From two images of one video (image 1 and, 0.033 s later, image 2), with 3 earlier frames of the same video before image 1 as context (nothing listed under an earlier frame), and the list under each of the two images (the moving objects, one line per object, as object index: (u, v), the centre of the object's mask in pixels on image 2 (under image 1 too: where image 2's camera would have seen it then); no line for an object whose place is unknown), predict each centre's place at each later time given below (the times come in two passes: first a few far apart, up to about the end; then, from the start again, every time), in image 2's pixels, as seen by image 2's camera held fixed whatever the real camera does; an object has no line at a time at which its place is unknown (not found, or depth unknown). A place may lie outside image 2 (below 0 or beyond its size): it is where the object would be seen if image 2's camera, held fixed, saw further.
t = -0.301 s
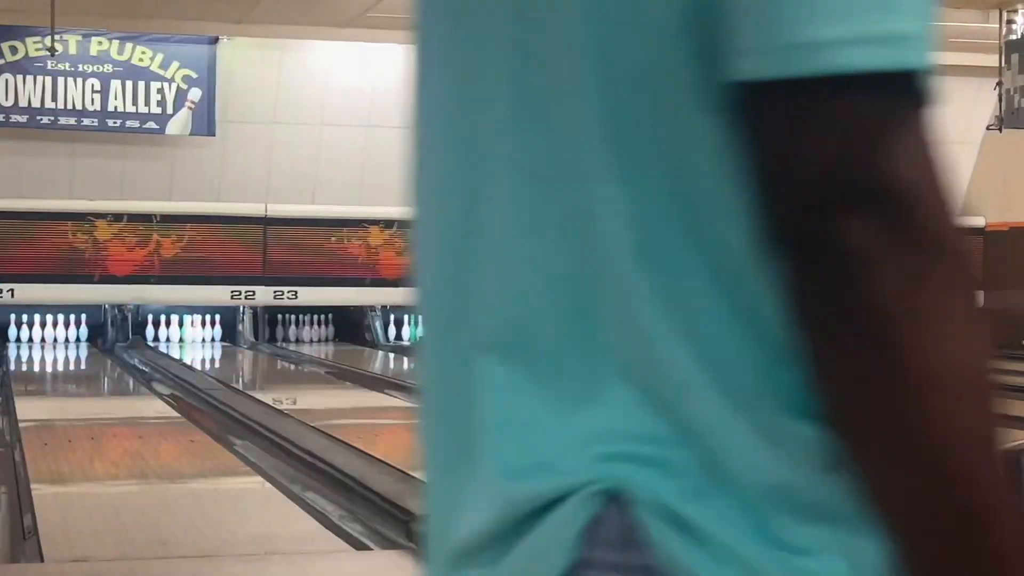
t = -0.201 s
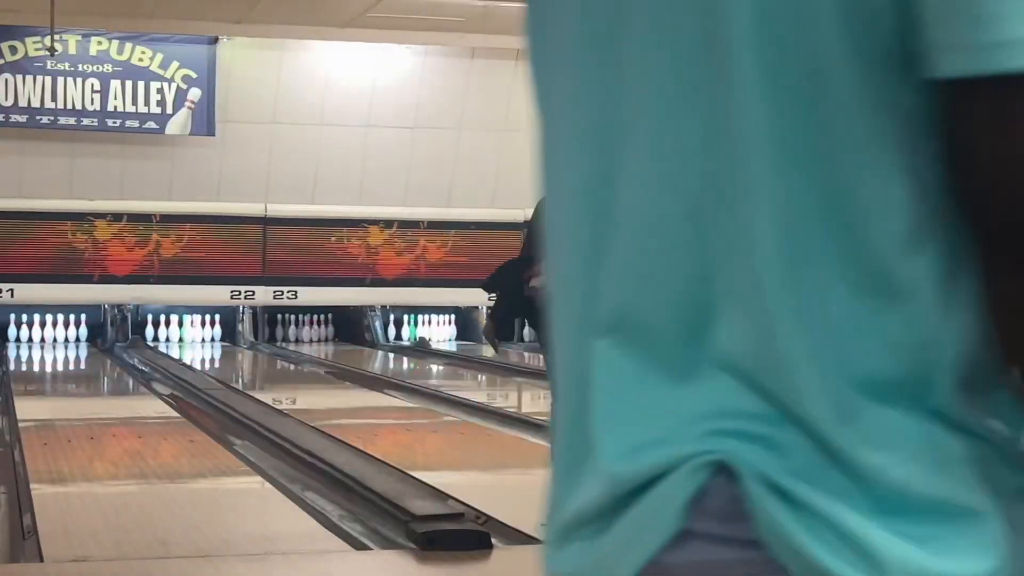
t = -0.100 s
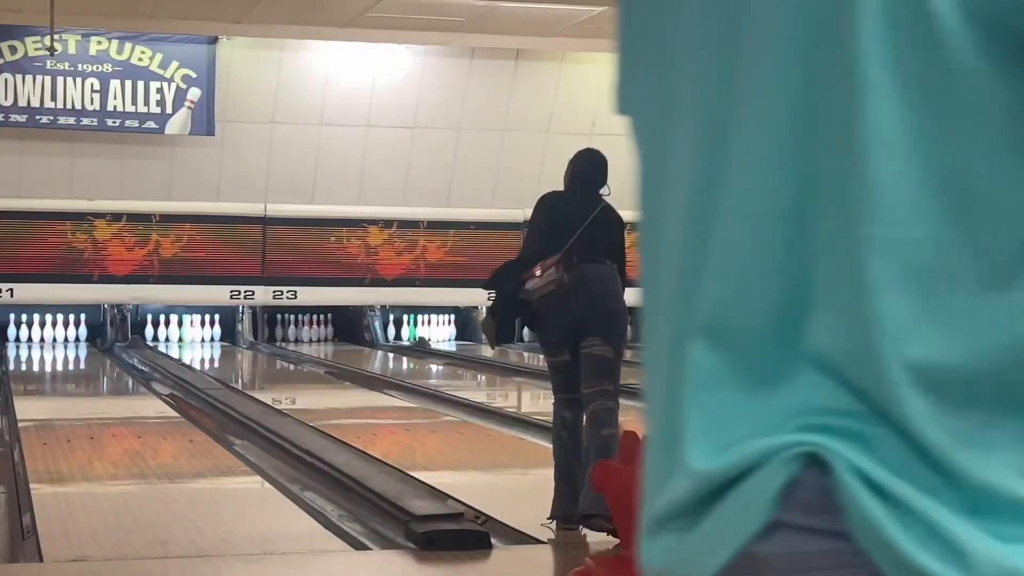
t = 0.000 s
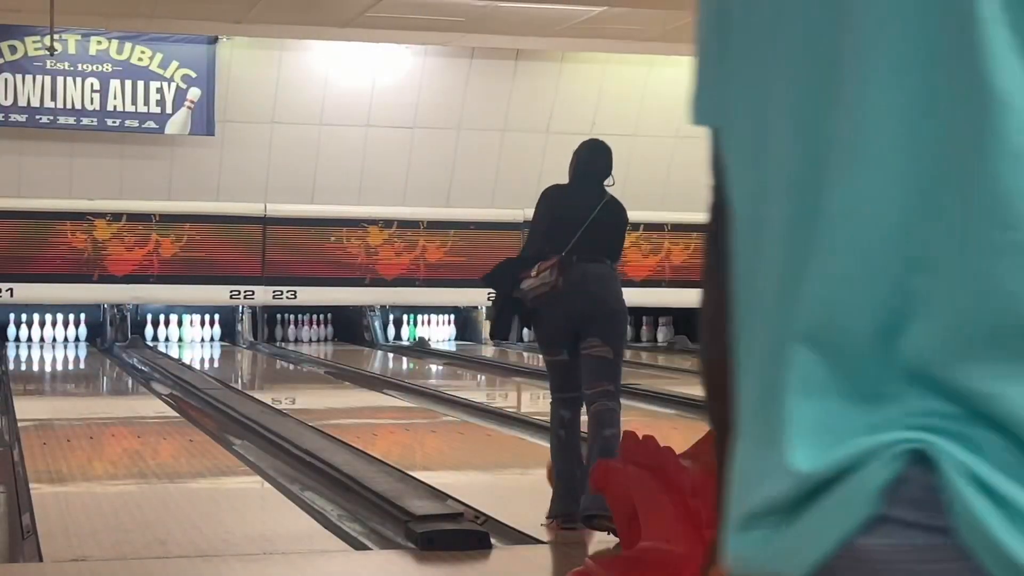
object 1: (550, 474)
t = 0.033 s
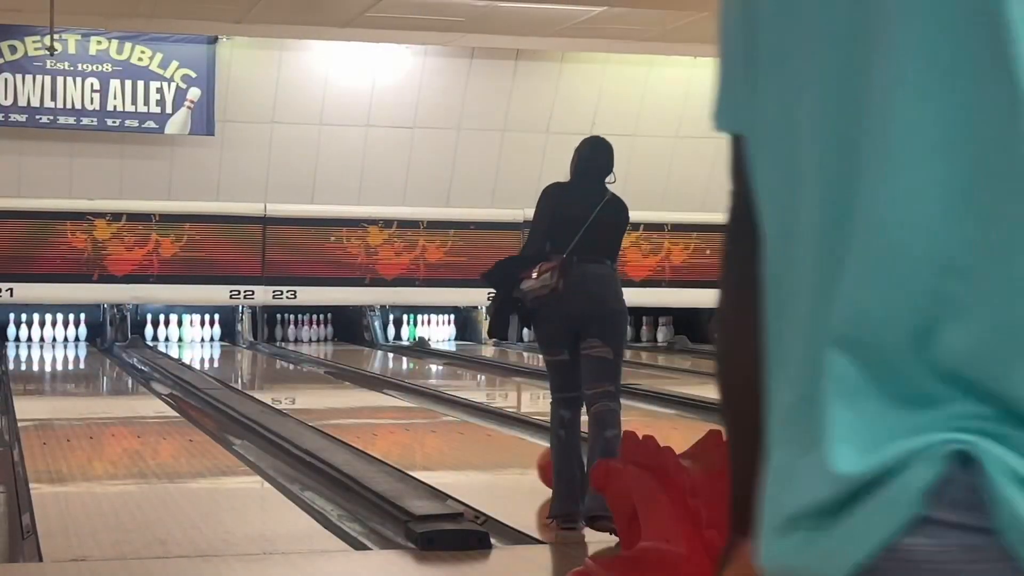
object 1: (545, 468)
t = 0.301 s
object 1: (494, 448)
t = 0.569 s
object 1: (440, 430)
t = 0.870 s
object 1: (391, 415)
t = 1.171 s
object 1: (352, 404)
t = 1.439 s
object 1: (322, 394)
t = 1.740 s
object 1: (293, 386)
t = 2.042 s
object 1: (268, 378)
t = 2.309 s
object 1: (249, 373)
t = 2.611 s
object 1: (227, 366)
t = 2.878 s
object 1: (212, 363)
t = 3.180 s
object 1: (194, 359)
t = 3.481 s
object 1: (182, 358)
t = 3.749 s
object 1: (175, 357)
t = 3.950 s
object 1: (170, 355)
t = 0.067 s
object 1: (541, 465)
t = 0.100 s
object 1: (537, 464)
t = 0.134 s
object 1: (532, 461)
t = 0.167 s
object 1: (525, 457)
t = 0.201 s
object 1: (517, 455)
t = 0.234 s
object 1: (509, 452)
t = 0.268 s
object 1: (501, 450)
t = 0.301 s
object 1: (494, 448)
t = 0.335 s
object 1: (486, 446)
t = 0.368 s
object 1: (479, 443)
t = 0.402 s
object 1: (472, 441)
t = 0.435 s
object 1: (466, 439)
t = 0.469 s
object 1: (459, 437)
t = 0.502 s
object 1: (453, 434)
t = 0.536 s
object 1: (446, 433)
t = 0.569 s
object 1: (440, 430)
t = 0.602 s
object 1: (434, 429)
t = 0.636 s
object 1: (429, 427)
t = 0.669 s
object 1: (423, 425)
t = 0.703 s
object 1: (417, 423)
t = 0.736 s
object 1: (412, 422)
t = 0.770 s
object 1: (407, 420)
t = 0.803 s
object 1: (402, 418)
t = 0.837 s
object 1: (397, 417)
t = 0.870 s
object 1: (391, 415)
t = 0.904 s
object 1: (386, 414)
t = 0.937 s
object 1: (382, 413)
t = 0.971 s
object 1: (377, 411)
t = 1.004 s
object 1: (373, 410)
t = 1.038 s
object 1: (369, 408)
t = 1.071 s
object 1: (364, 407)
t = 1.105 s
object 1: (360, 406)
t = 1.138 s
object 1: (356, 405)
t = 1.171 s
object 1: (352, 404)
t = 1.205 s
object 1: (347, 403)
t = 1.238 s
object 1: (344, 402)
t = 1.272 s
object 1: (340, 400)
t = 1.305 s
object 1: (336, 399)
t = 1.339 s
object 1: (332, 398)
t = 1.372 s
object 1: (329, 397)
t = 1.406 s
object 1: (325, 395)
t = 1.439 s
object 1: (322, 394)
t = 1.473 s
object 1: (318, 393)
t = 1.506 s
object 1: (315, 392)
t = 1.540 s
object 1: (311, 391)
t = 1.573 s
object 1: (308, 390)
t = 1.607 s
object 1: (305, 389)
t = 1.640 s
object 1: (302, 388)
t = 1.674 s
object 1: (298, 387)
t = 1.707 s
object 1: (296, 386)
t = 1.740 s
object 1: (293, 386)
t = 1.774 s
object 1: (290, 385)
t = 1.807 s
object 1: (287, 383)
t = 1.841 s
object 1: (284, 383)
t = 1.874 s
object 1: (282, 382)
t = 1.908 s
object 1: (278, 382)
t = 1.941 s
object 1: (276, 381)
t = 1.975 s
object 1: (274, 380)
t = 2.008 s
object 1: (271, 379)
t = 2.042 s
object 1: (268, 378)
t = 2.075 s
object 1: (266, 378)
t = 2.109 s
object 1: (263, 377)
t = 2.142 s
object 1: (261, 376)
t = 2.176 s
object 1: (258, 376)
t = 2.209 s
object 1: (256, 375)
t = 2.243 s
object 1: (253, 374)
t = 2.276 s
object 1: (251, 374)
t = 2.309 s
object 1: (249, 373)
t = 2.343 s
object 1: (246, 372)
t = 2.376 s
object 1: (244, 372)
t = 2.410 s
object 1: (242, 371)
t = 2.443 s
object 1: (240, 370)
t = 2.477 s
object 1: (238, 369)
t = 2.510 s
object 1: (233, 369)
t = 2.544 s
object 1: (232, 368)
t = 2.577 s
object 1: (229, 367)
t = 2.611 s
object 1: (227, 366)
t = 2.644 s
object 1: (225, 366)
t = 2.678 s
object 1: (223, 366)
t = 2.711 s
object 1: (222, 366)
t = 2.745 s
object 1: (219, 365)
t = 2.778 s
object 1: (217, 364)
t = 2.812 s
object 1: (215, 363)
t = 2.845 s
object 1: (213, 363)
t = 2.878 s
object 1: (212, 363)
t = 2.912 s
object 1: (210, 363)
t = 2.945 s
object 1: (208, 362)
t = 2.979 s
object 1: (206, 361)
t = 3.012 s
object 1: (204, 361)
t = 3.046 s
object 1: (203, 360)
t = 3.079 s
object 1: (201, 360)
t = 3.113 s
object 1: (199, 360)
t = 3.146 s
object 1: (196, 360)
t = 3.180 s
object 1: (194, 359)
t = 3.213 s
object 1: (192, 360)
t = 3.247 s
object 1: (190, 360)
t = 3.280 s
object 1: (187, 360)
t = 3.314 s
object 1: (184, 360)
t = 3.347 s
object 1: (183, 359)
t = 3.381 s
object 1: (183, 358)
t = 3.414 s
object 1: (183, 358)
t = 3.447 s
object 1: (183, 359)
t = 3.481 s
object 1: (182, 358)
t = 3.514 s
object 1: (180, 358)
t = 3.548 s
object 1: (178, 358)
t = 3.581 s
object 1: (177, 357)
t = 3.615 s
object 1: (178, 358)
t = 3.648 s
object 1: (176, 357)
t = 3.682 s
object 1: (175, 356)
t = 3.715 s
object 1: (175, 356)
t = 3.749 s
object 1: (175, 357)
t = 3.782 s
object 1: (174, 356)
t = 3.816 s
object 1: (173, 355)
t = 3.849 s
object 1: (173, 355)
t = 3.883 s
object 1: (172, 355)
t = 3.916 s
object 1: (171, 355)
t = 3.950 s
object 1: (170, 355)
